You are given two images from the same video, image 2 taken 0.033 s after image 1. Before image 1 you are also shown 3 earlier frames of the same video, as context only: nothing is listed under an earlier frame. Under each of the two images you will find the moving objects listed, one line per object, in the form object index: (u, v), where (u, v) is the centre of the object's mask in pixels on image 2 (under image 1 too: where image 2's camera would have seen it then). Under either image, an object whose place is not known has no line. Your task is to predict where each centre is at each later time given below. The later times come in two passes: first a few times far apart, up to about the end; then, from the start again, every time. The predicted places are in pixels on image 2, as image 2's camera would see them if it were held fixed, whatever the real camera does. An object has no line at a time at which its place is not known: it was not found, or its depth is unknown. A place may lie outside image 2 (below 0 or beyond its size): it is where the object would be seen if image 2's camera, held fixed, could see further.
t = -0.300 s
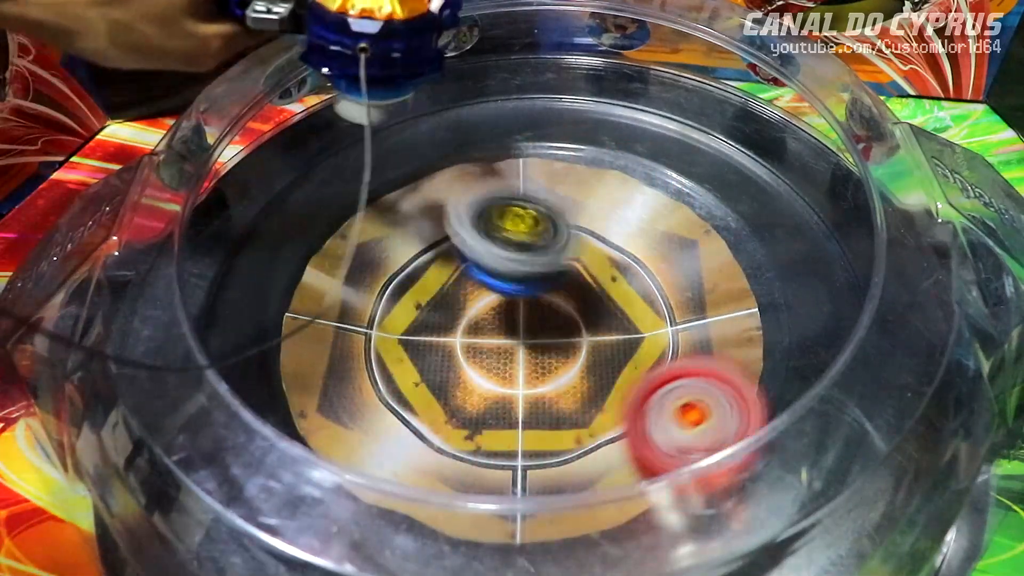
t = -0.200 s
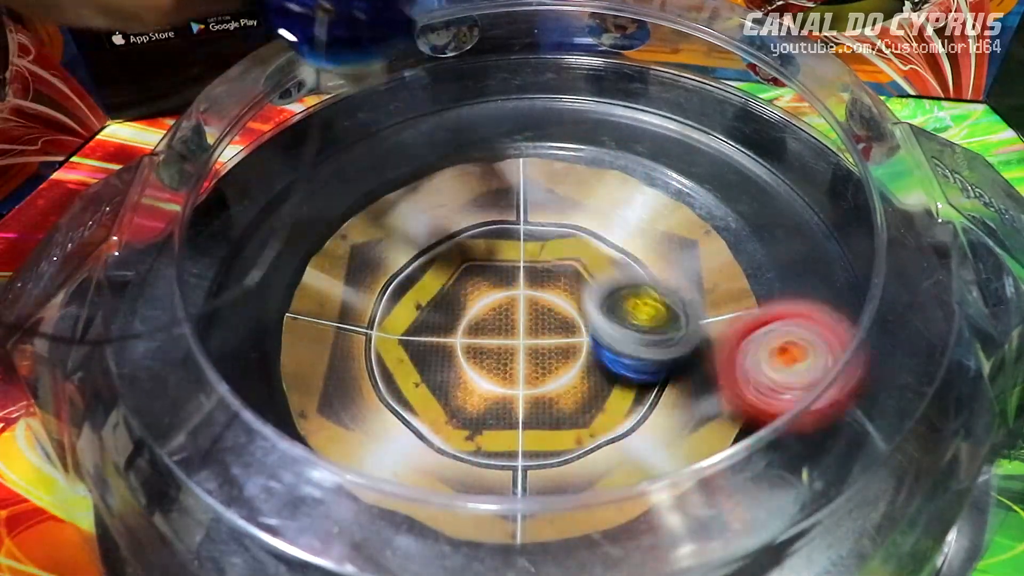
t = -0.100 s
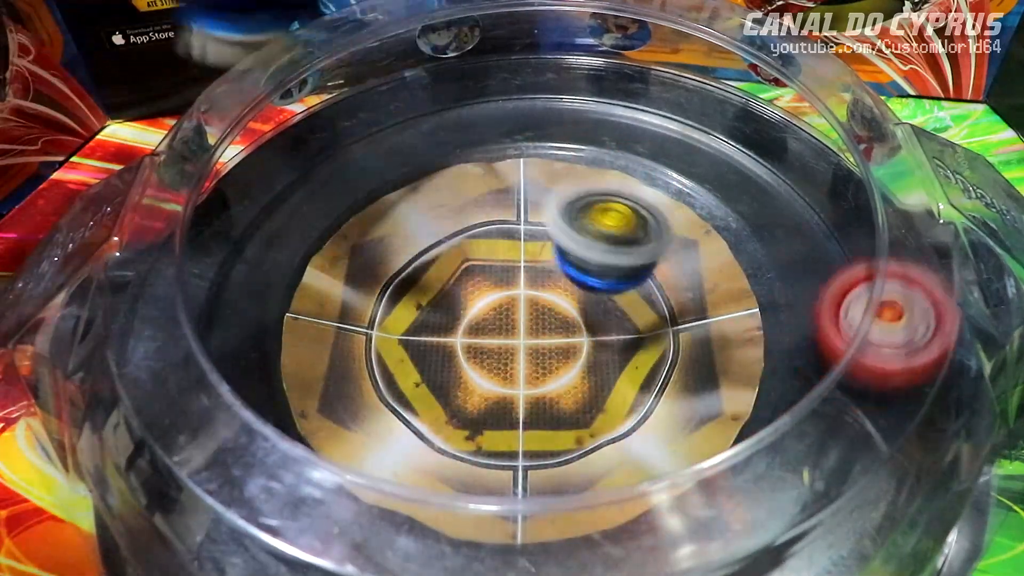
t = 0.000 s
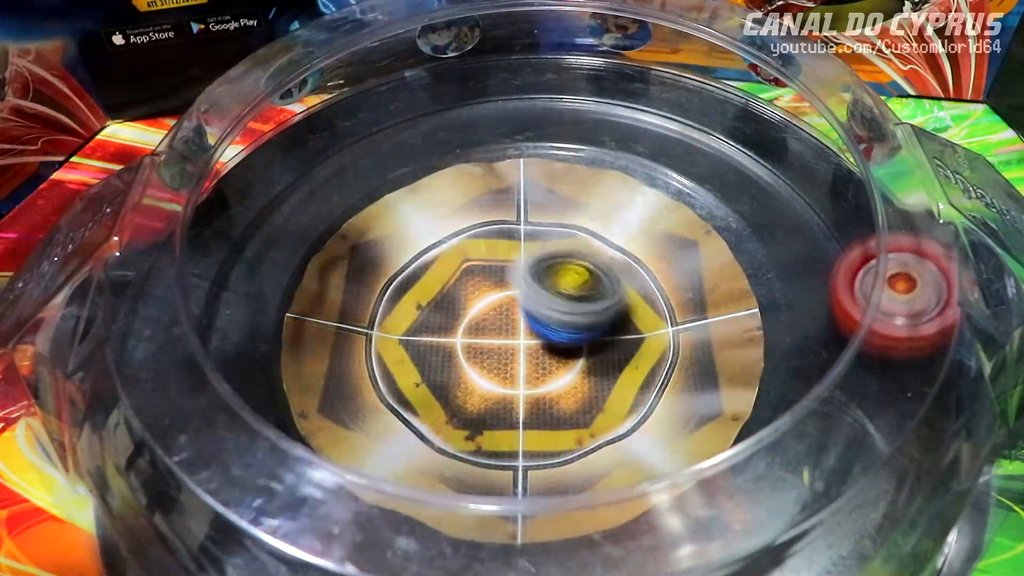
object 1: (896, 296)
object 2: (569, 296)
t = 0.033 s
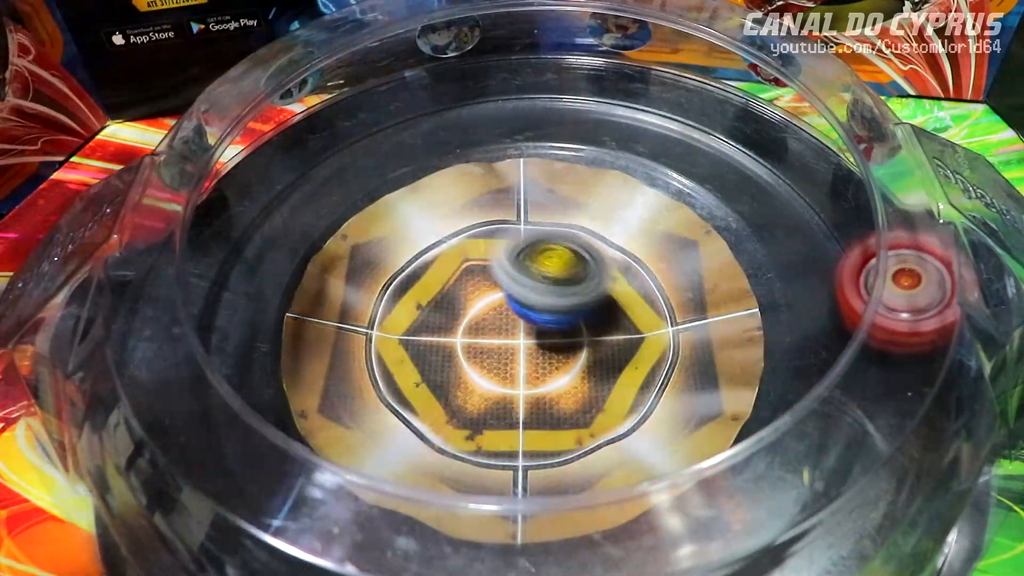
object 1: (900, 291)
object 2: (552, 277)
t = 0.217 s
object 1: (942, 316)
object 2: (488, 302)
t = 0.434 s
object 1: (895, 381)
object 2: (531, 319)
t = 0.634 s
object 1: (859, 457)
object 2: (556, 268)
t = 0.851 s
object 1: (784, 523)
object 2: (524, 278)
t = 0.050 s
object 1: (906, 289)
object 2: (542, 271)
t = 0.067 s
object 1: (909, 288)
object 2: (533, 267)
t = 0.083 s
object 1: (913, 288)
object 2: (525, 268)
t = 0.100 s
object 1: (916, 289)
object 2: (515, 274)
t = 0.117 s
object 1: (921, 291)
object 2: (507, 286)
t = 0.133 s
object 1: (926, 294)
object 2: (501, 294)
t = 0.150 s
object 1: (934, 298)
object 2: (496, 295)
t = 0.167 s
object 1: (941, 305)
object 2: (492, 297)
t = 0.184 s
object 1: (944, 311)
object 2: (490, 298)
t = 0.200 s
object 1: (944, 313)
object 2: (489, 300)
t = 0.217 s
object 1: (942, 316)
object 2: (488, 302)
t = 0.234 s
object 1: (940, 319)
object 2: (488, 303)
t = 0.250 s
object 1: (937, 323)
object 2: (491, 306)
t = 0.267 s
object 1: (933, 327)
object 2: (492, 306)
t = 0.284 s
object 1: (928, 330)
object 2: (495, 304)
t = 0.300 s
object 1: (925, 334)
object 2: (498, 304)
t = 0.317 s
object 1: (920, 338)
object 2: (501, 308)
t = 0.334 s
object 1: (915, 342)
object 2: (504, 315)
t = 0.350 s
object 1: (908, 348)
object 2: (508, 320)
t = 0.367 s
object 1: (907, 353)
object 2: (511, 312)
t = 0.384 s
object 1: (905, 360)
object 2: (515, 309)
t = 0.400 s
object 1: (902, 366)
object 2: (520, 309)
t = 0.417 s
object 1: (898, 373)
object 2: (527, 311)
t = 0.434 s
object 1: (895, 381)
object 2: (531, 319)
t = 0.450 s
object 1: (891, 389)
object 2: (537, 330)
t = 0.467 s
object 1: (887, 397)
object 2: (541, 325)
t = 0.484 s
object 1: (883, 404)
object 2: (543, 315)
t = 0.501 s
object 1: (880, 410)
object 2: (548, 310)
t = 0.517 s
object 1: (877, 417)
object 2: (550, 310)
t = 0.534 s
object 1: (875, 423)
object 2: (553, 312)
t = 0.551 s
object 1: (872, 428)
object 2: (557, 316)
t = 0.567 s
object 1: (871, 434)
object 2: (557, 310)
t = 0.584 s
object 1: (869, 439)
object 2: (558, 294)
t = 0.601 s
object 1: (866, 444)
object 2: (558, 281)
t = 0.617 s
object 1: (863, 450)
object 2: (557, 272)
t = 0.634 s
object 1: (859, 457)
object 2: (556, 268)
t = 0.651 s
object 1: (856, 465)
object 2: (556, 267)
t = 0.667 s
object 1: (852, 474)
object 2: (555, 270)
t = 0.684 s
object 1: (848, 480)
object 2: (556, 276)
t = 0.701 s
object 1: (844, 489)
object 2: (558, 289)
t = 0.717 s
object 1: (840, 497)
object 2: (556, 293)
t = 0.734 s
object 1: (837, 503)
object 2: (552, 280)
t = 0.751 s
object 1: (832, 509)
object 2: (547, 268)
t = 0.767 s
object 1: (825, 511)
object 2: (543, 259)
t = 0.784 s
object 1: (816, 513)
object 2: (540, 255)
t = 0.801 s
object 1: (808, 516)
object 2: (536, 255)
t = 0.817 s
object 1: (800, 518)
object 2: (533, 259)
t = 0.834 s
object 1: (792, 521)
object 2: (527, 267)
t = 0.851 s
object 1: (784, 523)
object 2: (524, 278)
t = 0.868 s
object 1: (777, 525)
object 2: (524, 295)
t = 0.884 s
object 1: (770, 527)
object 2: (516, 300)
